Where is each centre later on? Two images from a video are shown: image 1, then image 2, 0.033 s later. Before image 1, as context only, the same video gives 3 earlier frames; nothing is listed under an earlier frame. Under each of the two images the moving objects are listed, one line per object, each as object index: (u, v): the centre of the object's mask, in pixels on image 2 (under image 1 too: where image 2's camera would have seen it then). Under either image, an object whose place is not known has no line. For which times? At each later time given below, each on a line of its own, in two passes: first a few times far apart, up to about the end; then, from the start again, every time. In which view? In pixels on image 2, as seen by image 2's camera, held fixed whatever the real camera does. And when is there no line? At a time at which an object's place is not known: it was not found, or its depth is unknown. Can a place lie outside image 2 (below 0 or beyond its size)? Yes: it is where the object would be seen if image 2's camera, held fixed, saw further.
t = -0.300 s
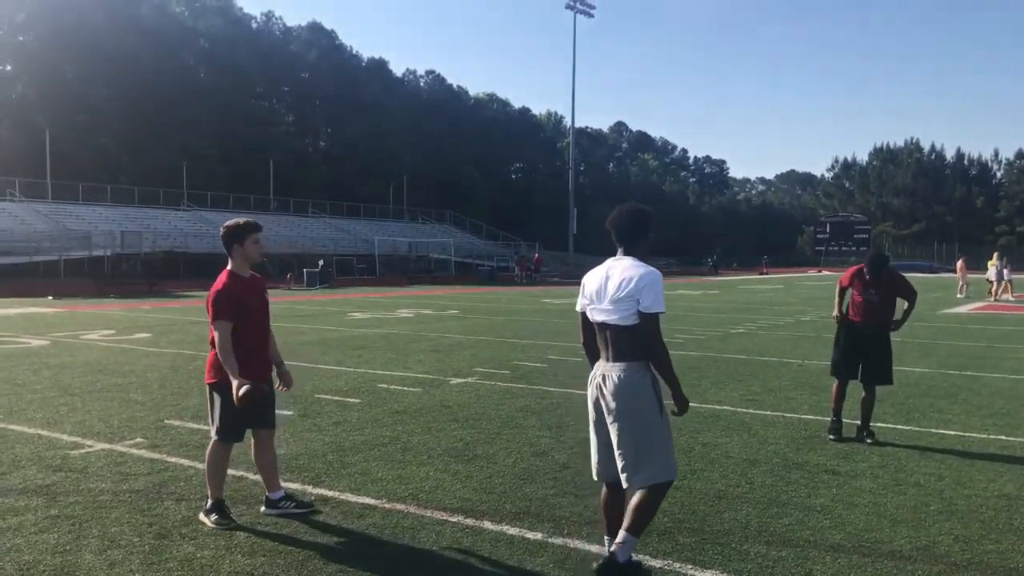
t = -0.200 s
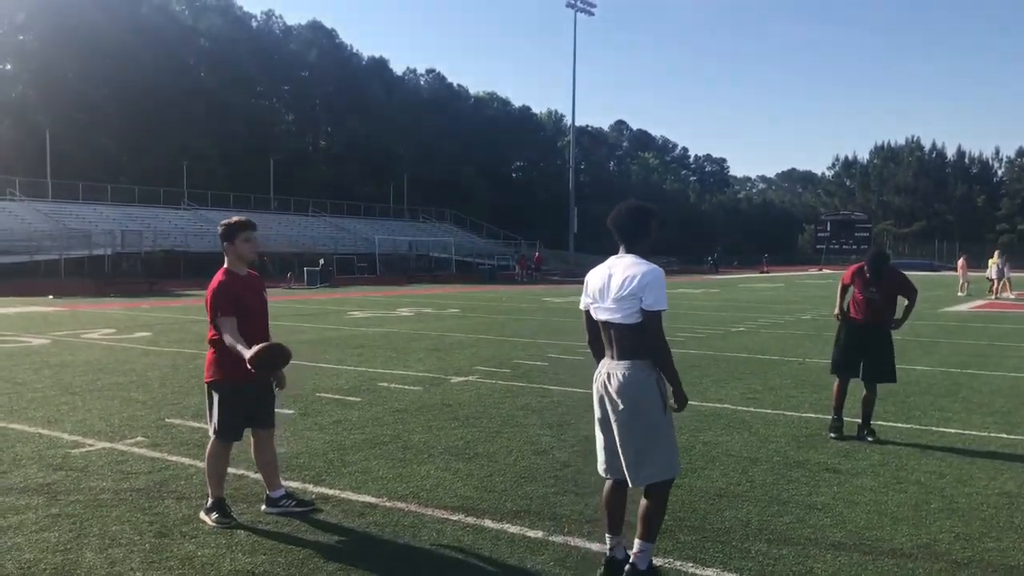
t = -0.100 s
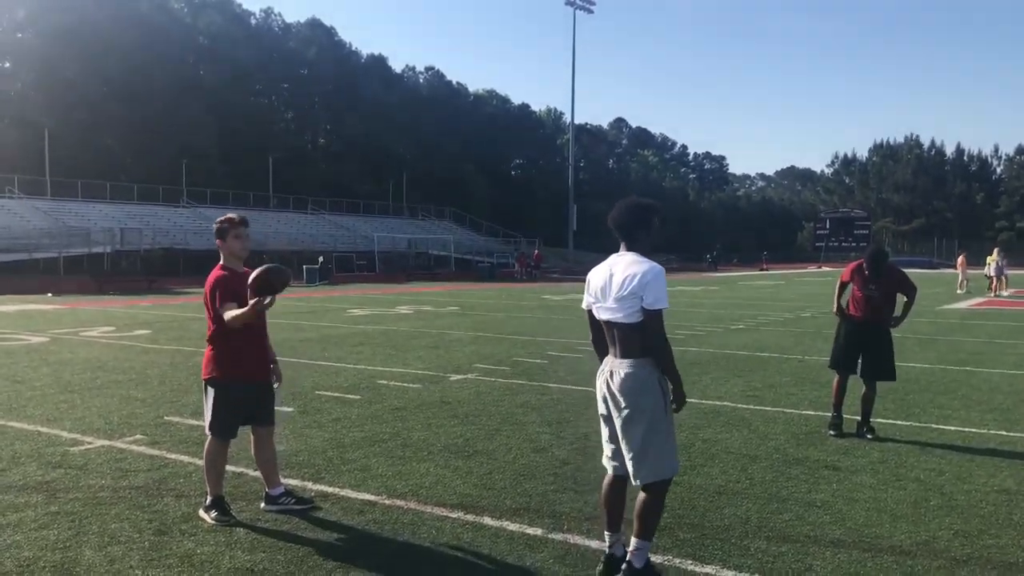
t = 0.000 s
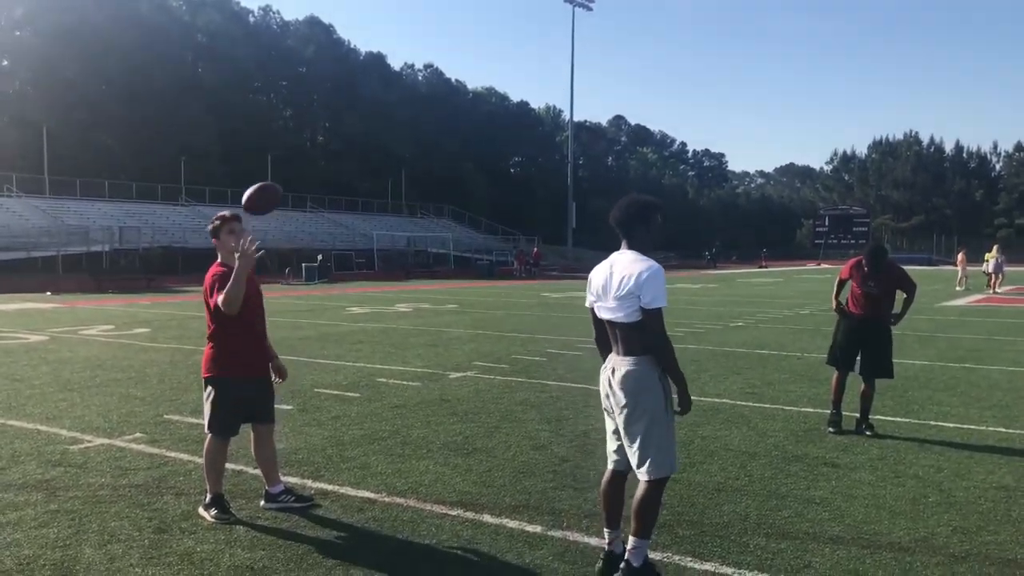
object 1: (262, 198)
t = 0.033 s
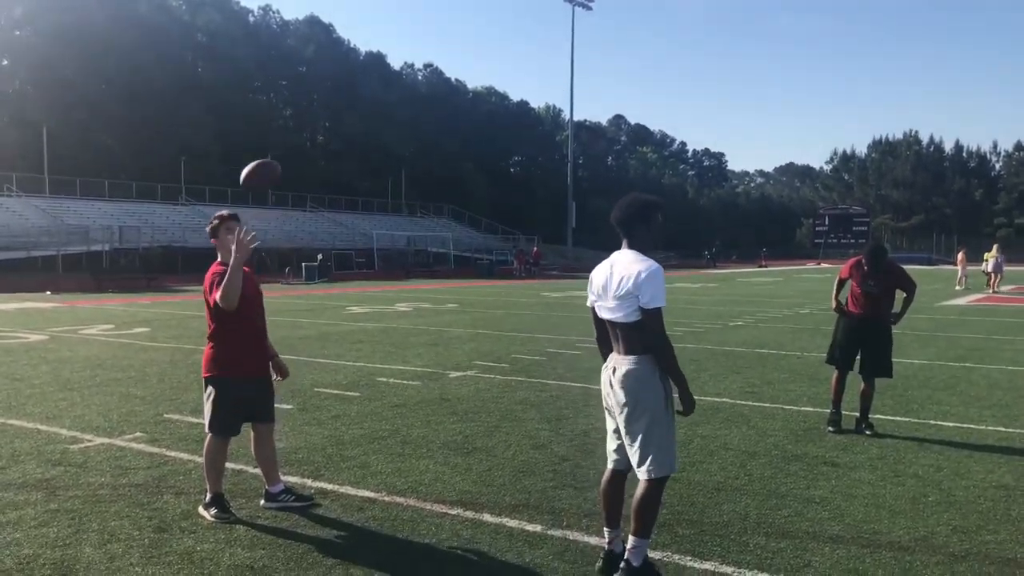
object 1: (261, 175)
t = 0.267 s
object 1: (248, 85)
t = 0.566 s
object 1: (232, 120)
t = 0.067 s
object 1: (259, 155)
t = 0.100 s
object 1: (257, 137)
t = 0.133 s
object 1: (256, 127)
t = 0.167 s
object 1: (254, 112)
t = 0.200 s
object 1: (252, 100)
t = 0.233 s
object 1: (251, 93)
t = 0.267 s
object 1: (248, 85)
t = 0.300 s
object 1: (247, 80)
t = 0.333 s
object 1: (245, 79)
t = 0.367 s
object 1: (243, 79)
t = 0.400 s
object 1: (241, 81)
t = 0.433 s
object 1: (240, 85)
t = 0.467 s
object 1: (238, 91)
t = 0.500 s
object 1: (236, 100)
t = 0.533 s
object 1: (234, 109)
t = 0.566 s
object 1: (232, 120)
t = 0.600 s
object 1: (232, 139)
